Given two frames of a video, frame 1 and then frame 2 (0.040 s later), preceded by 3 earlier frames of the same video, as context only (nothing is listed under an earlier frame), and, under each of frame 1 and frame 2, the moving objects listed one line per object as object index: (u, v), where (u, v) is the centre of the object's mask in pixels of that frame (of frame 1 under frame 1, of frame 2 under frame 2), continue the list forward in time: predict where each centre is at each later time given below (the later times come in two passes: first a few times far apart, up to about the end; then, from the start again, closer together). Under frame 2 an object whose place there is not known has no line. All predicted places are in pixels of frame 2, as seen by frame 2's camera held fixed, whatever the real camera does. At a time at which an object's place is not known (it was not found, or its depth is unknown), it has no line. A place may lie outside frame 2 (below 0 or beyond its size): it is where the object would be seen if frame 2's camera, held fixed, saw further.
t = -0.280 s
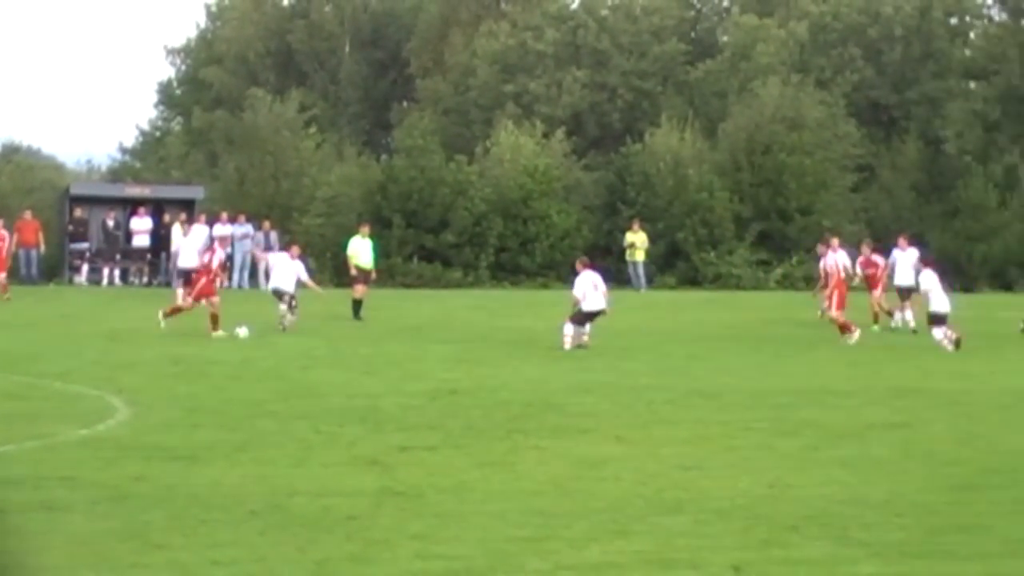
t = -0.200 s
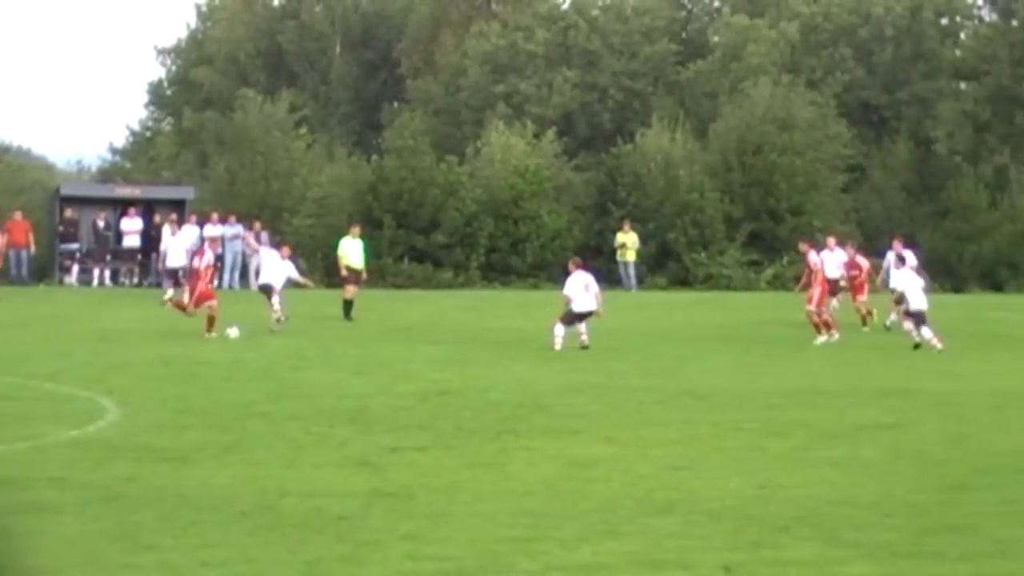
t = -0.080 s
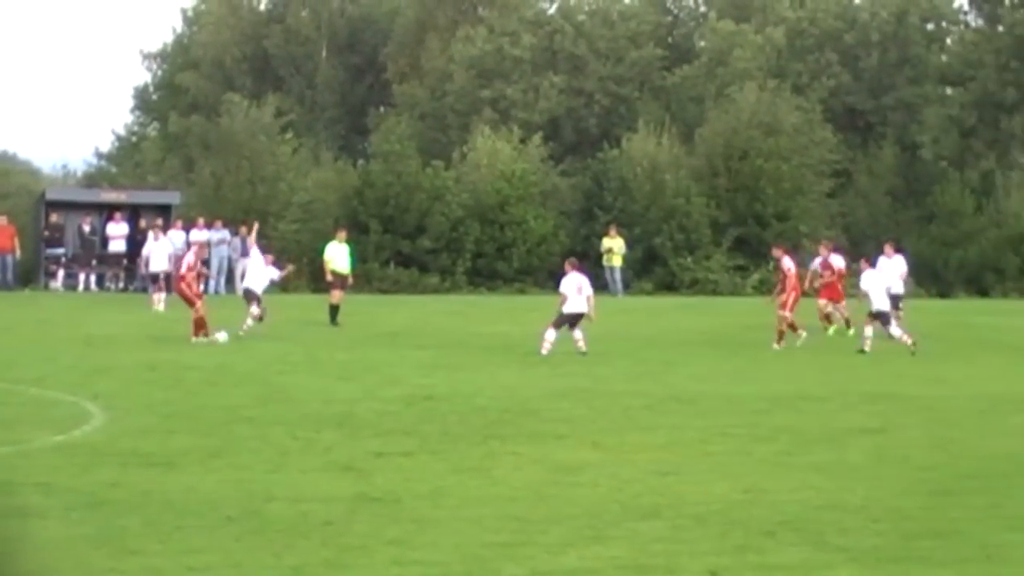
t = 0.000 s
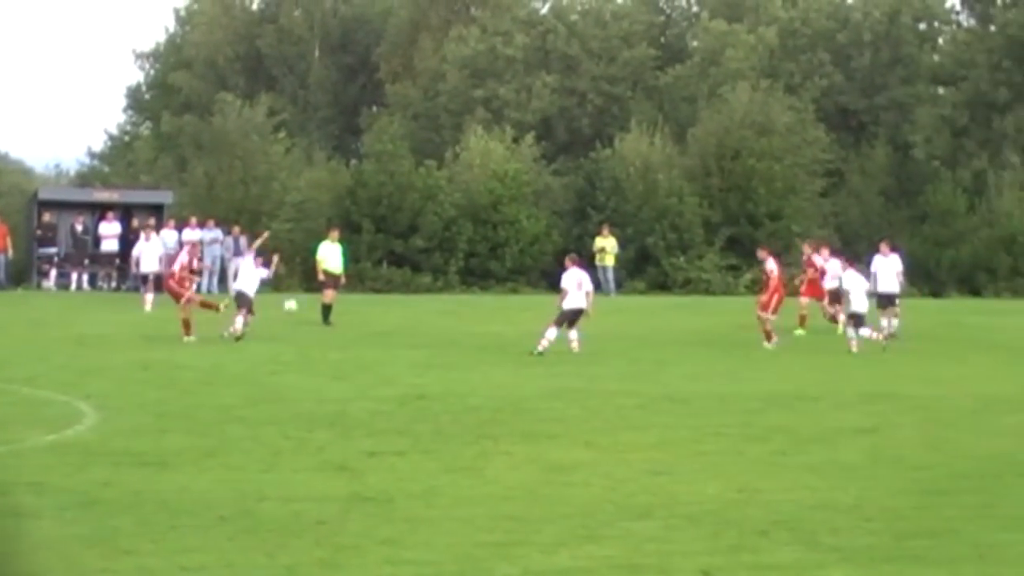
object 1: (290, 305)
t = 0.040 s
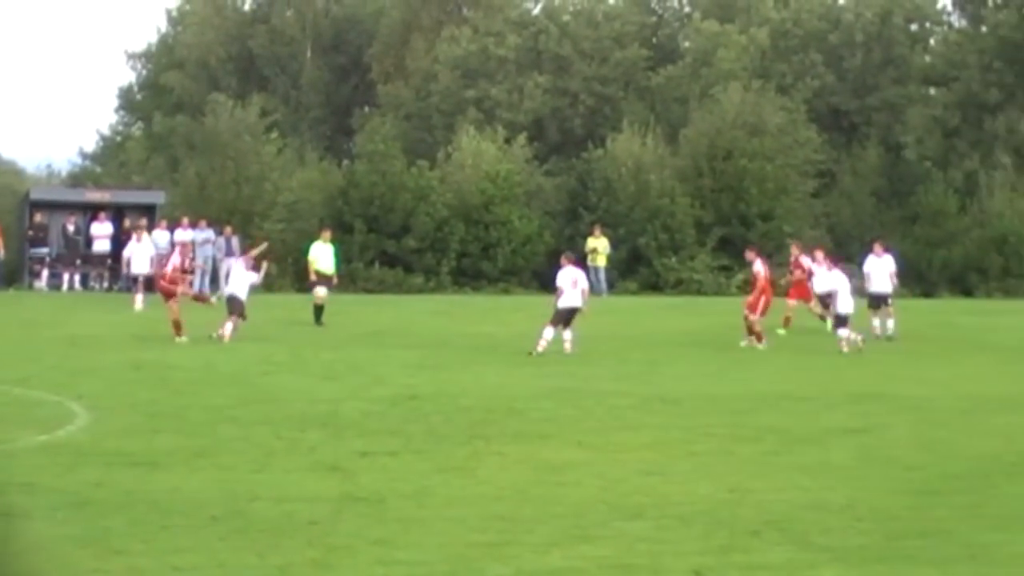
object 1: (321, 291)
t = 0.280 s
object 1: (540, 221)
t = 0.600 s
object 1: (820, 166)
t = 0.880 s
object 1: (1060, 155)
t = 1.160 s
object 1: (1305, 183)
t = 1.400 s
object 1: (1526, 243)
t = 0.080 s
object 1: (358, 278)
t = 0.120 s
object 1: (395, 266)
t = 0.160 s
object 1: (432, 254)
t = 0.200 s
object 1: (468, 242)
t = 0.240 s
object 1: (504, 231)
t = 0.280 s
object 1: (540, 221)
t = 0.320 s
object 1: (575, 212)
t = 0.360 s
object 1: (611, 203)
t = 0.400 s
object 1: (646, 195)
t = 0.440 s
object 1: (681, 188)
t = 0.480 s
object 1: (716, 181)
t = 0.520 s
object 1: (750, 176)
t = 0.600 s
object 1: (820, 166)
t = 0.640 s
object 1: (854, 162)
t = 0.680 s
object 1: (888, 159)
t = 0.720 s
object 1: (923, 157)
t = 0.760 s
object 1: (957, 155)
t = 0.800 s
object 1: (992, 154)
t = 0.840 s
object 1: (1026, 154)
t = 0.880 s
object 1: (1060, 155)
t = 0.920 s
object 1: (1095, 156)
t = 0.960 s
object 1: (1129, 159)
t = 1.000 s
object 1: (1164, 162)
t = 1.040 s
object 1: (1199, 166)
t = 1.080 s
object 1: (1234, 171)
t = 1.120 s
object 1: (1269, 177)
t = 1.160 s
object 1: (1305, 183)
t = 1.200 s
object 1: (1341, 191)
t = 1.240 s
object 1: (1377, 200)
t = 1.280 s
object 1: (1413, 209)
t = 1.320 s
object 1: (1450, 219)
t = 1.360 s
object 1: (1488, 231)
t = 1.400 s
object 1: (1526, 243)
